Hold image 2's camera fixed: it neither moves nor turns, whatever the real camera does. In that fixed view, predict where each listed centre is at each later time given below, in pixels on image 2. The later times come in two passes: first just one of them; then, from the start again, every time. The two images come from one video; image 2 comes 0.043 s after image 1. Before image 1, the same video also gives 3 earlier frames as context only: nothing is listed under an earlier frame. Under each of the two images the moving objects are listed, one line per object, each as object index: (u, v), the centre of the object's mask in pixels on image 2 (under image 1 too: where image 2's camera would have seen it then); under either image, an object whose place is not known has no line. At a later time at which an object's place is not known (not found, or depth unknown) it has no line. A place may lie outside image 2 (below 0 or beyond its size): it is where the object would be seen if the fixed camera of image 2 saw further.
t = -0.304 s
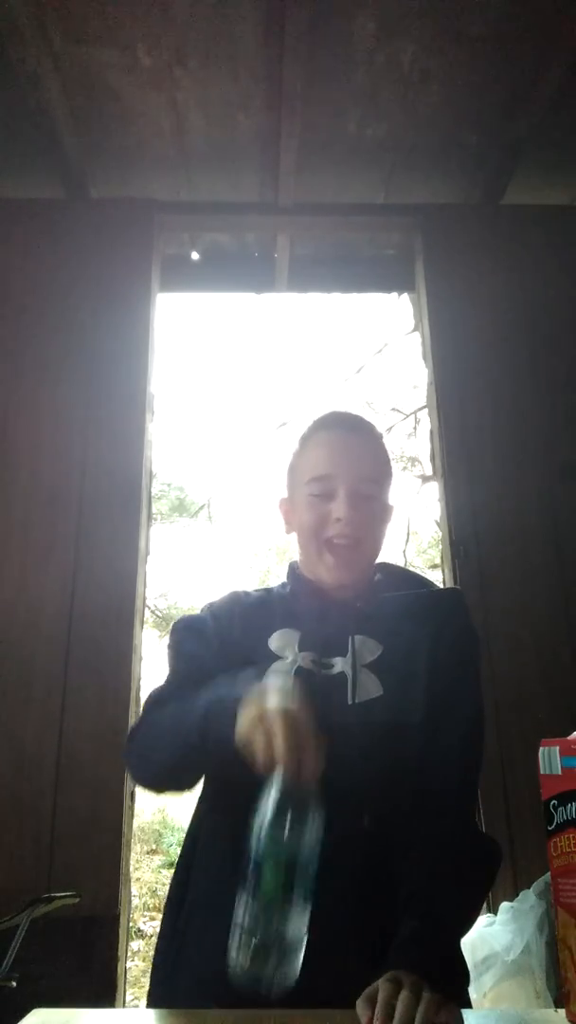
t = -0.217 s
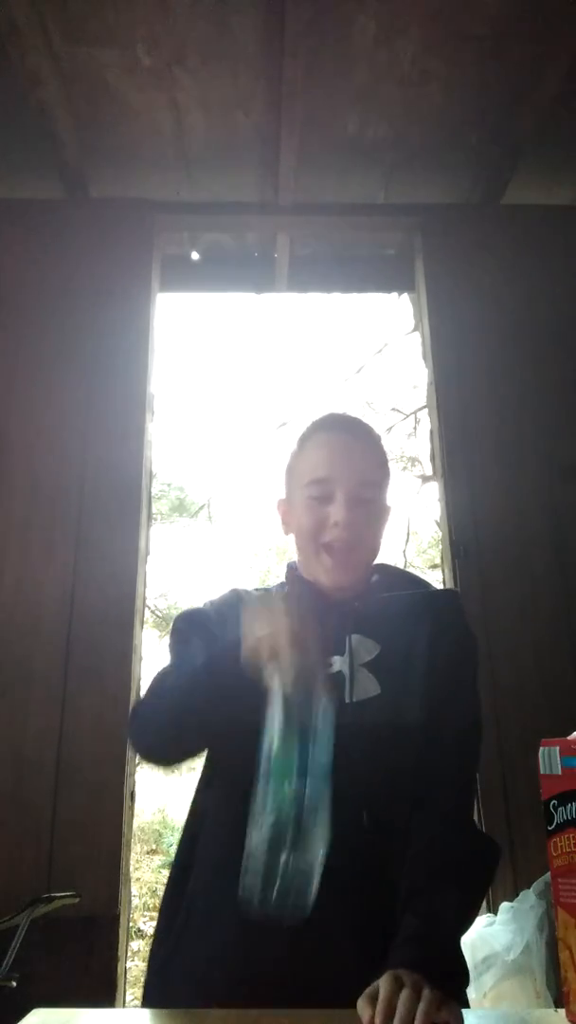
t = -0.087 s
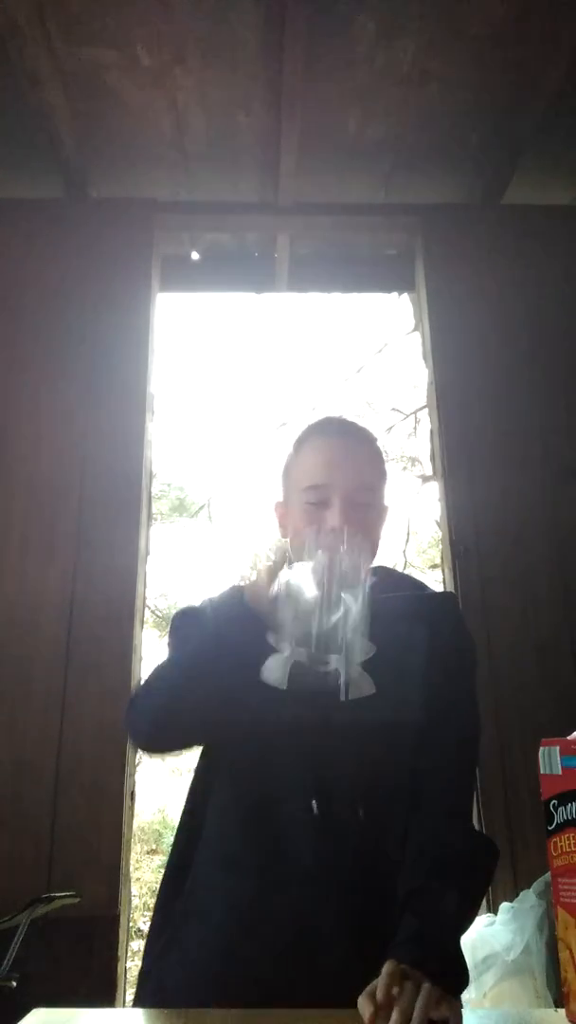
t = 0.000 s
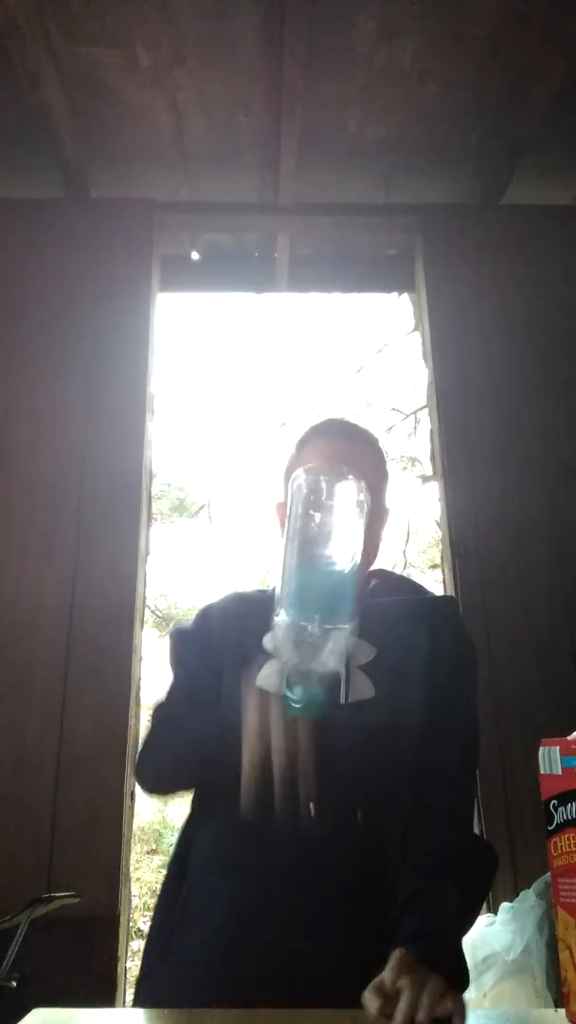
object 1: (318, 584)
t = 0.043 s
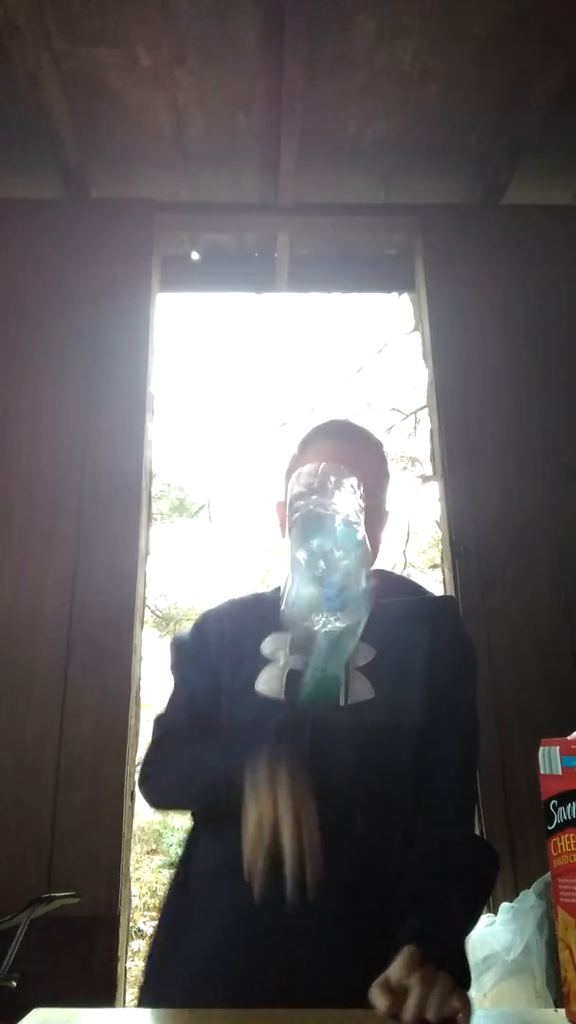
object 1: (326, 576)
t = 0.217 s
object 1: (336, 721)
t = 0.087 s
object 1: (332, 554)
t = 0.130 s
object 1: (334, 588)
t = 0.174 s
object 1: (336, 633)
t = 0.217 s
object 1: (336, 721)
